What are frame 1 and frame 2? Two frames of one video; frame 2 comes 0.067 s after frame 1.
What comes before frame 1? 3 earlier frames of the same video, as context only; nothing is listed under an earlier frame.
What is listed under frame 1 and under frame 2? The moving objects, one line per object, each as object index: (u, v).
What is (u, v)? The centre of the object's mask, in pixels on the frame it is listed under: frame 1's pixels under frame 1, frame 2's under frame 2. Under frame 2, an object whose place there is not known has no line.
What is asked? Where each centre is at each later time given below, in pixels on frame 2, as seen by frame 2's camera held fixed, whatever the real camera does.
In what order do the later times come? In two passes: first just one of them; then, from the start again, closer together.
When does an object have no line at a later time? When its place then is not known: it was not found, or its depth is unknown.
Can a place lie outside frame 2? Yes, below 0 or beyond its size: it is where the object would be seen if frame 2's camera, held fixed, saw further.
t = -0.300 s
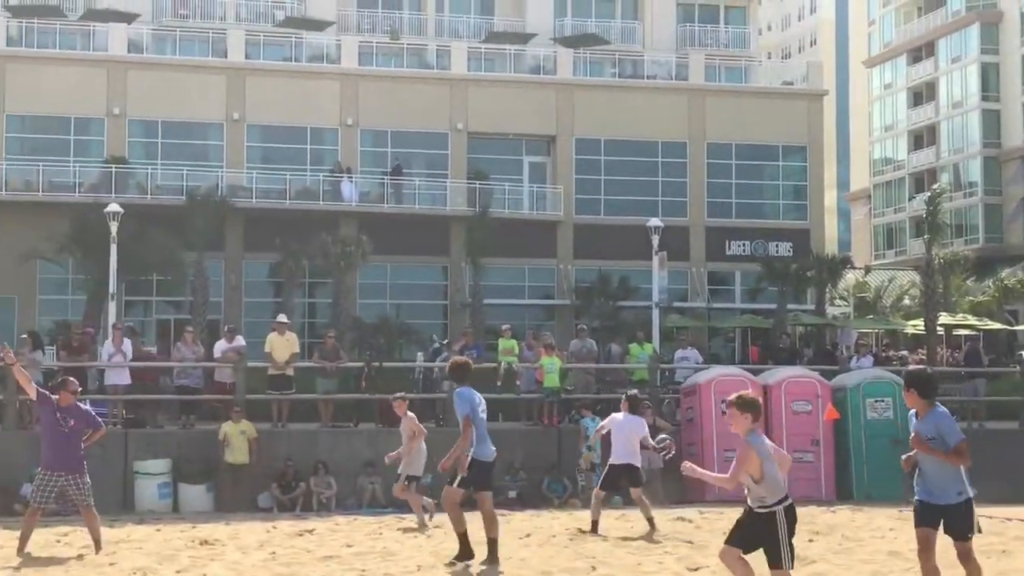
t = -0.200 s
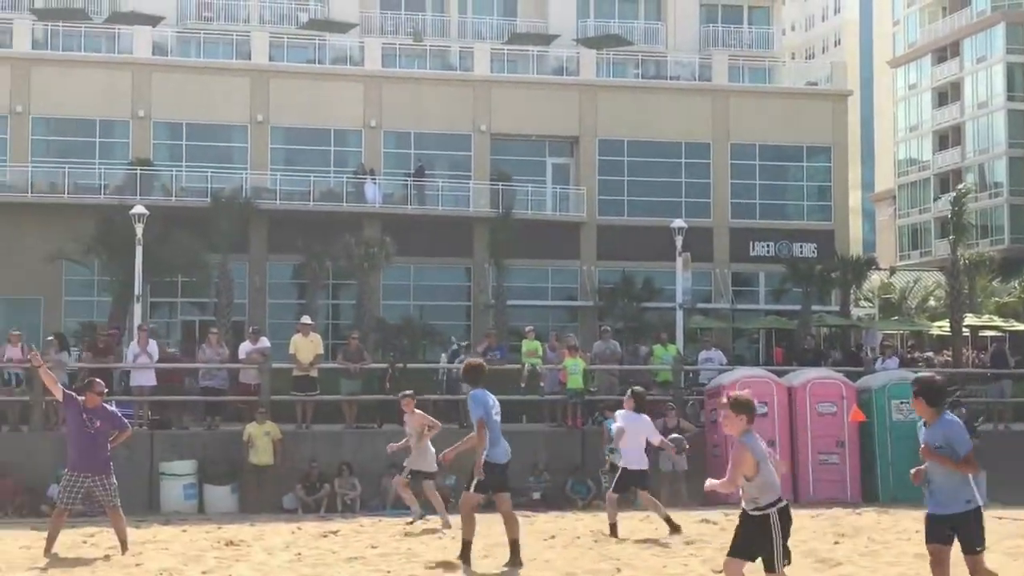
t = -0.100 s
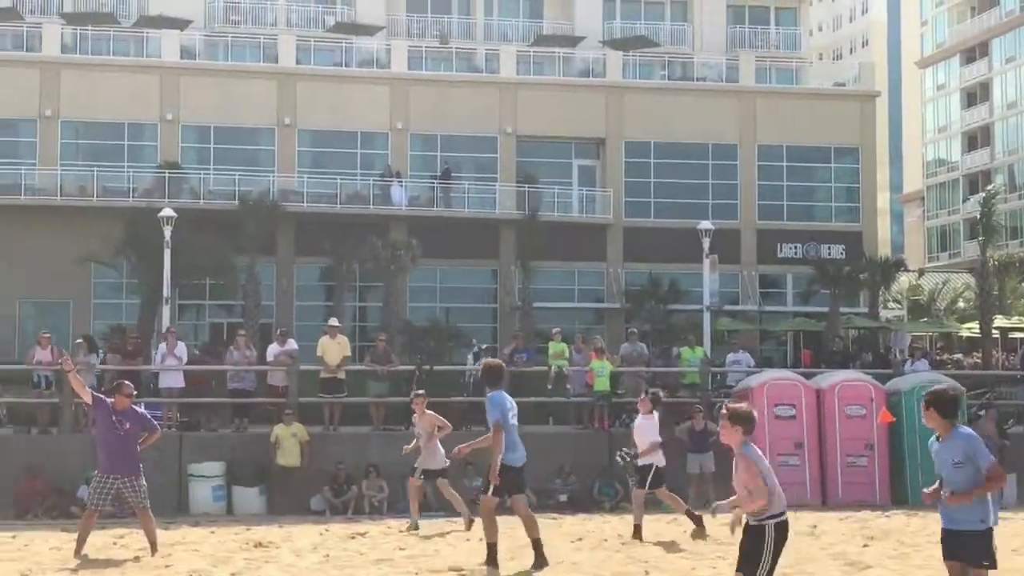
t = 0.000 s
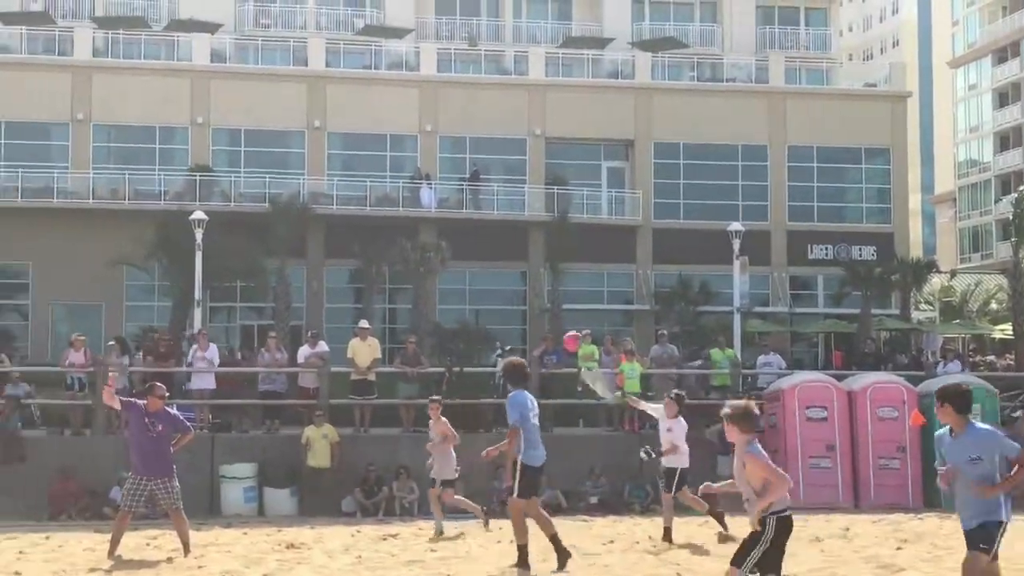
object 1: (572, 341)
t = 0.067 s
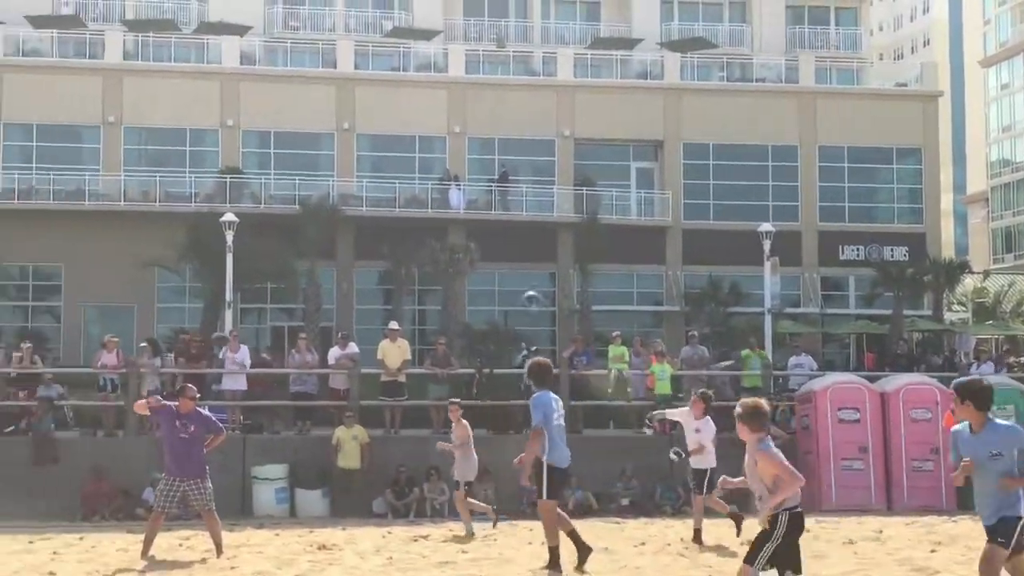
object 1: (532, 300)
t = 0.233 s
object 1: (362, 215)
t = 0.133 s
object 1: (463, 265)
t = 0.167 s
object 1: (429, 248)
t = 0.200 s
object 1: (395, 231)
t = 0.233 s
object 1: (362, 215)
